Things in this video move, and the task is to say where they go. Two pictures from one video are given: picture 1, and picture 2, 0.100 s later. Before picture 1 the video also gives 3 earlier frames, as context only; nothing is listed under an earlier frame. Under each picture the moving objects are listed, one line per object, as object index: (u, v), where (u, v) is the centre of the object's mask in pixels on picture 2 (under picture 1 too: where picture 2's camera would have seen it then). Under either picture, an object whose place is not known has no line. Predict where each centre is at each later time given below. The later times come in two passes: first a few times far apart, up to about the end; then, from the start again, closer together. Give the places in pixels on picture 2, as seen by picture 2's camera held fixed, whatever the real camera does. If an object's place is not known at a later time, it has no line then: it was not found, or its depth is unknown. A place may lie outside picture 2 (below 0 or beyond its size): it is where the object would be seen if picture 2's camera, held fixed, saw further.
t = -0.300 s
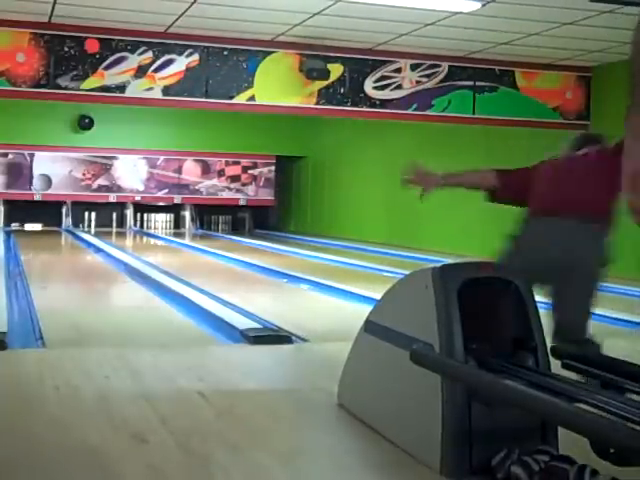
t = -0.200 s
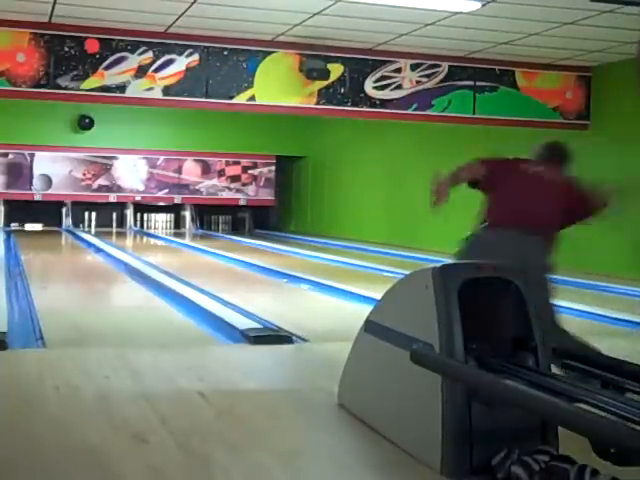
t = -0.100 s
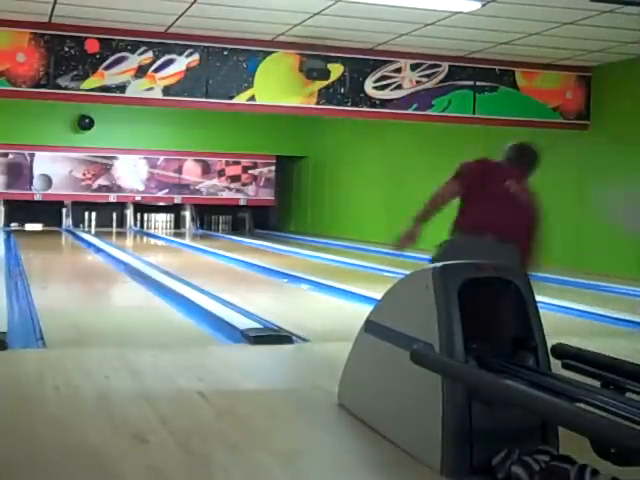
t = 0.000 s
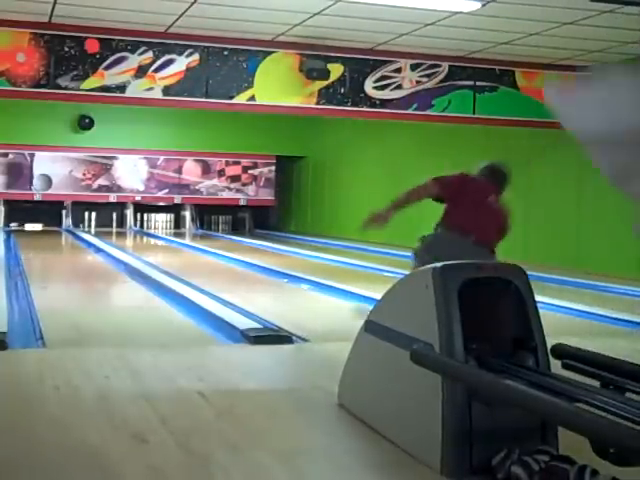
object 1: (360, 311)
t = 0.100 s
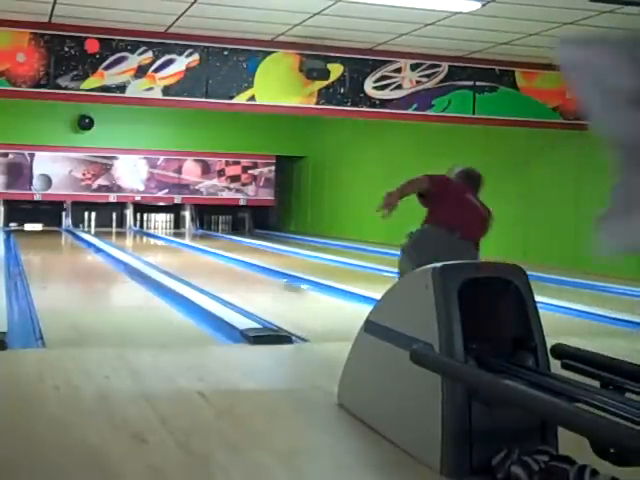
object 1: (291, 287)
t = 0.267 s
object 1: (215, 266)
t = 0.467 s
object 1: (163, 250)
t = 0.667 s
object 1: (128, 237)
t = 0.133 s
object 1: (274, 283)
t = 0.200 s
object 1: (240, 275)
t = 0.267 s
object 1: (215, 266)
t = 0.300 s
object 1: (204, 263)
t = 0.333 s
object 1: (193, 260)
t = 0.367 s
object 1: (185, 257)
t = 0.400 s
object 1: (177, 254)
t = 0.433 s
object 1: (170, 252)
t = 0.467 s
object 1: (163, 250)
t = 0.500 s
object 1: (155, 247)
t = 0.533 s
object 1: (149, 245)
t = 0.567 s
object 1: (144, 242)
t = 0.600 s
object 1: (138, 241)
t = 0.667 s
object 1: (128, 237)
